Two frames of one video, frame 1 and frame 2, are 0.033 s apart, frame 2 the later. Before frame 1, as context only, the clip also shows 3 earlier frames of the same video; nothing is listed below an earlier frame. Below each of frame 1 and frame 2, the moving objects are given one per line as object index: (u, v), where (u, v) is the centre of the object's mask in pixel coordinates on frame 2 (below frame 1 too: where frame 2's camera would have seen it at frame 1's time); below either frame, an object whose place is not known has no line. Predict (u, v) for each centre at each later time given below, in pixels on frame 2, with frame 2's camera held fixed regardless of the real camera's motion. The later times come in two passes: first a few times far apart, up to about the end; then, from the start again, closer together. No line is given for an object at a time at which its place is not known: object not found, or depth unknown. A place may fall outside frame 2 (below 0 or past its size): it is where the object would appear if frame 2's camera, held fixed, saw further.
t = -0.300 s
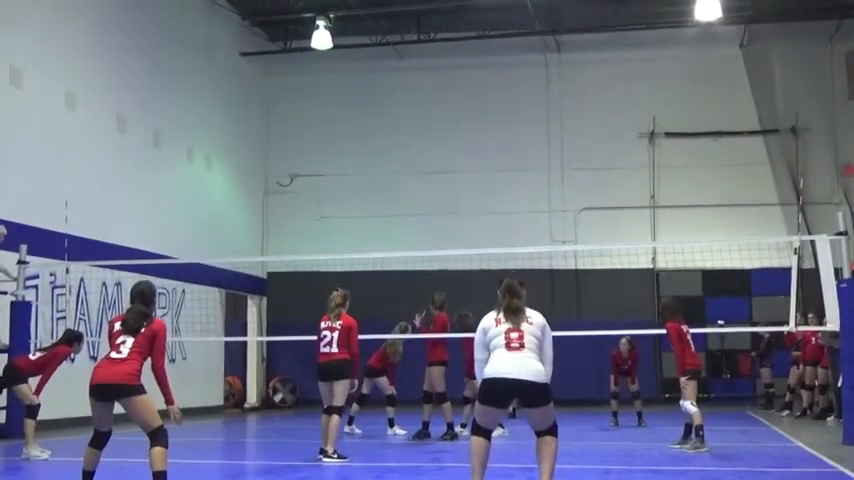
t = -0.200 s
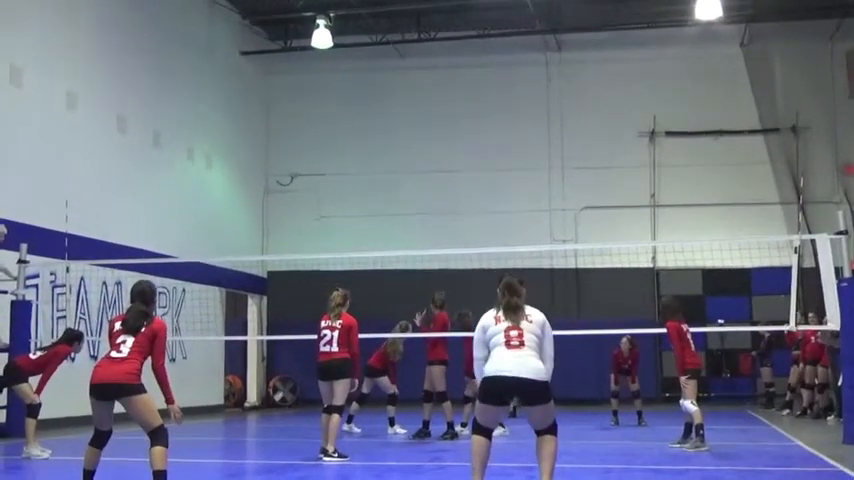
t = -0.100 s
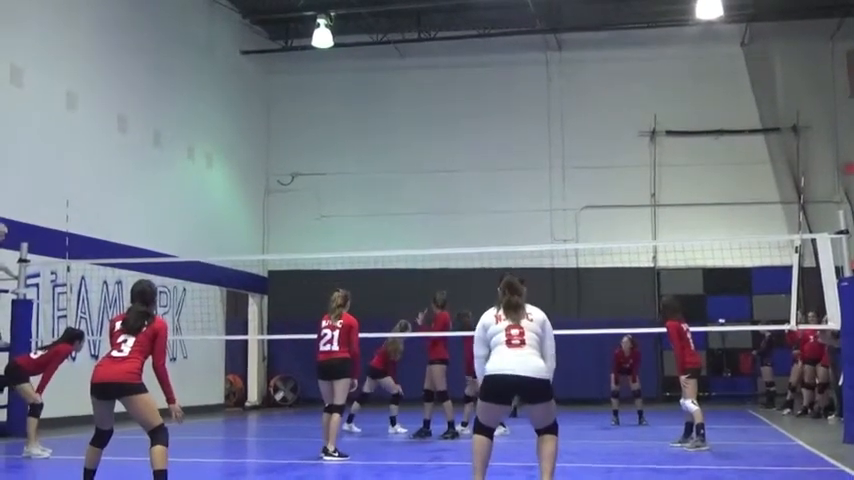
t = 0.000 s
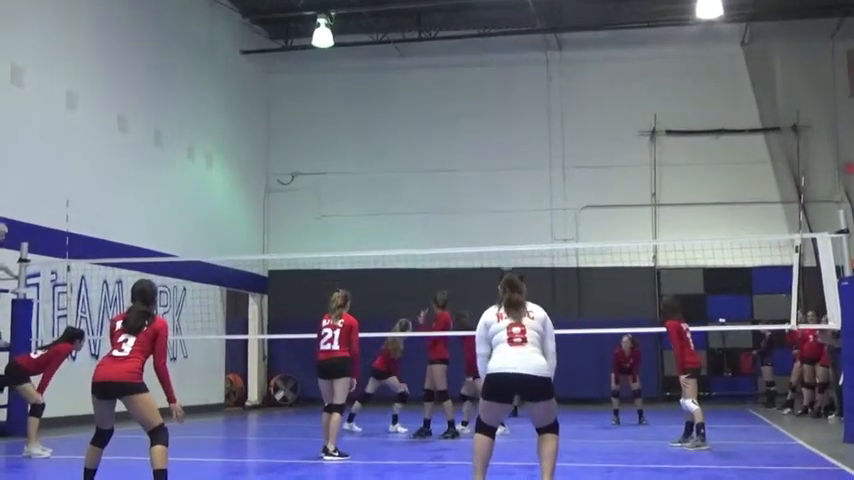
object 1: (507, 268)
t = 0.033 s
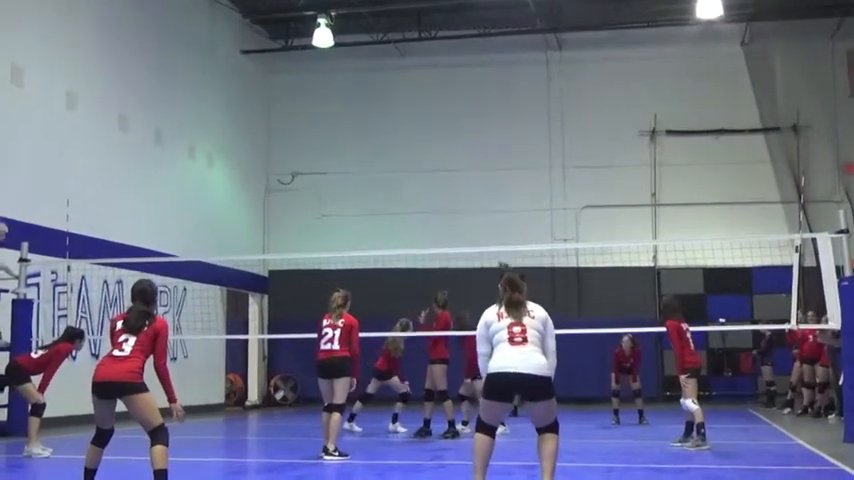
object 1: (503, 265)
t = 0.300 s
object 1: (475, 205)
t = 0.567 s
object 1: (443, 183)
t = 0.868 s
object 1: (408, 220)
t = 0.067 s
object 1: (500, 255)
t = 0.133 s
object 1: (495, 236)
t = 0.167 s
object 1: (490, 230)
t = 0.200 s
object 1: (487, 222)
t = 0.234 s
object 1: (483, 216)
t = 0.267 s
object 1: (478, 209)
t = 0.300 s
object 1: (475, 205)
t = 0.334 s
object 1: (470, 199)
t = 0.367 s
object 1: (467, 195)
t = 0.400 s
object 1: (462, 191)
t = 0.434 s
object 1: (459, 188)
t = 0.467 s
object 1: (455, 186)
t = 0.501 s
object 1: (451, 184)
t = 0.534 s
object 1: (447, 183)
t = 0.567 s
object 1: (443, 183)
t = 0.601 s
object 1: (439, 183)
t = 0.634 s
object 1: (435, 185)
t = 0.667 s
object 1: (431, 188)
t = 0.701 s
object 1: (427, 191)
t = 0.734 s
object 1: (423, 194)
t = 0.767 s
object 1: (420, 199)
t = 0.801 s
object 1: (416, 206)
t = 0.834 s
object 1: (412, 212)
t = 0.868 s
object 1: (408, 220)
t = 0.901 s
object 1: (404, 228)
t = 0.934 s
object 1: (399, 239)
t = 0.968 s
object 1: (394, 251)
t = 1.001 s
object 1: (390, 263)
